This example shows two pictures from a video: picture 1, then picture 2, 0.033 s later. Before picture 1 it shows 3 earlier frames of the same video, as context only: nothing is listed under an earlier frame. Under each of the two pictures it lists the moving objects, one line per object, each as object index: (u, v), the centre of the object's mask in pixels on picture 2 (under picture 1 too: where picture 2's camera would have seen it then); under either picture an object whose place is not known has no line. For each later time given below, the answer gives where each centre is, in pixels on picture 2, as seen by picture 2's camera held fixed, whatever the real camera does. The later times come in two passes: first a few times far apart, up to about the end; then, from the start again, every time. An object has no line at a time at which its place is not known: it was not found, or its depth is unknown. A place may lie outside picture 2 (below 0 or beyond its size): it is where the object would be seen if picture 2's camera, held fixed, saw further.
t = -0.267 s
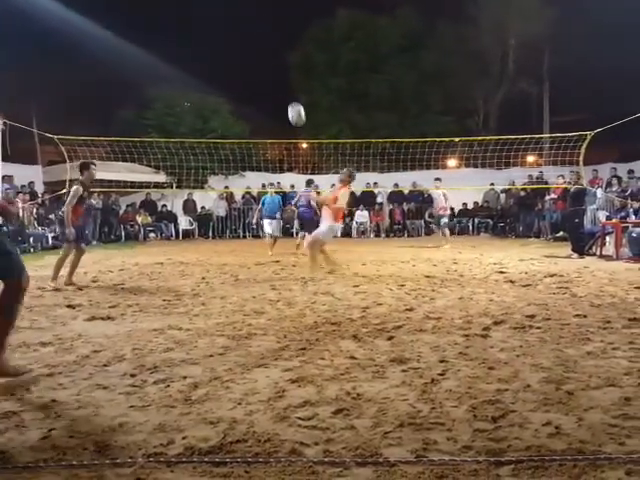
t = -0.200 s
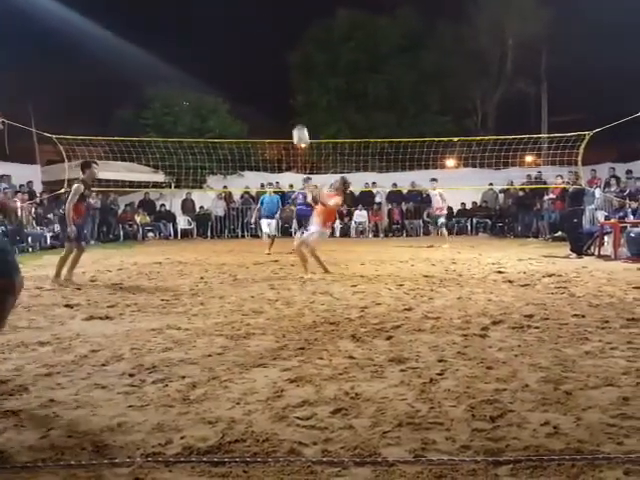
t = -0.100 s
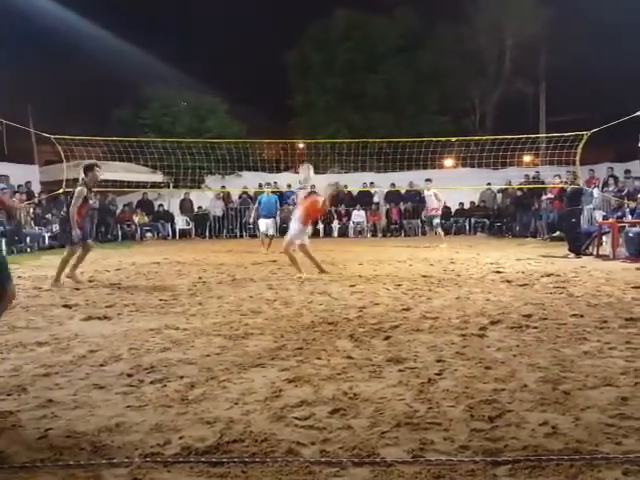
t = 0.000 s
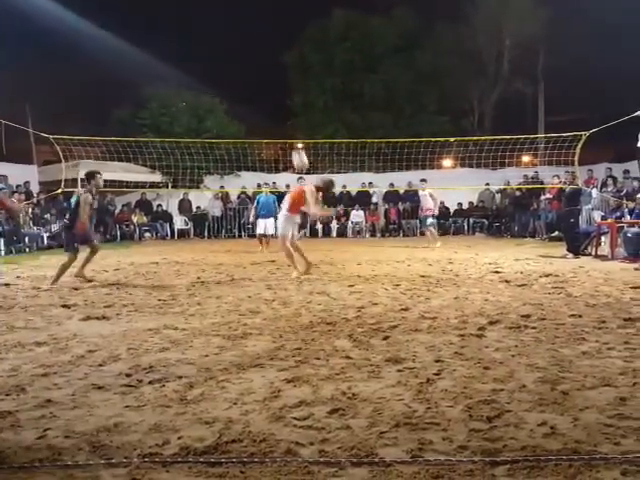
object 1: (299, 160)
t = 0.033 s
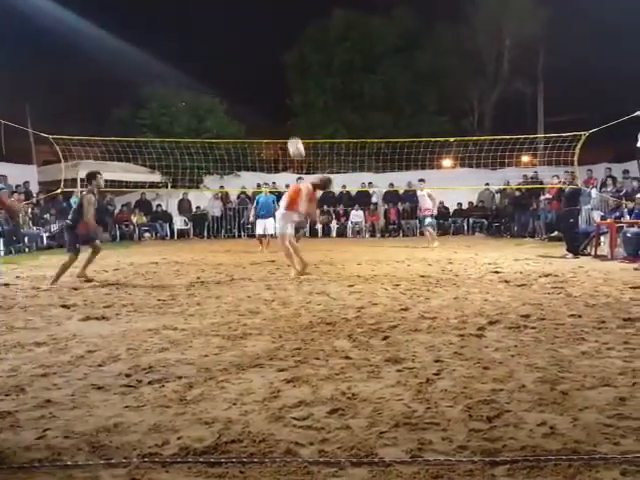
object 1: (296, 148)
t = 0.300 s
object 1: (269, 78)
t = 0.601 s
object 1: (241, 56)
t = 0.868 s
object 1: (219, 86)
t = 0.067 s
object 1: (292, 135)
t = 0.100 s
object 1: (288, 126)
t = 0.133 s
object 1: (285, 116)
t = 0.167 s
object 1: (282, 107)
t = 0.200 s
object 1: (278, 98)
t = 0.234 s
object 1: (275, 90)
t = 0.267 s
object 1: (272, 84)
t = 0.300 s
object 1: (269, 78)
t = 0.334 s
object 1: (265, 72)
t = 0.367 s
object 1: (262, 68)
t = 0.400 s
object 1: (259, 64)
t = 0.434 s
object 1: (255, 61)
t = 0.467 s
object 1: (253, 58)
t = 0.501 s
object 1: (250, 56)
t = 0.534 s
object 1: (247, 56)
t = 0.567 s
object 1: (244, 56)
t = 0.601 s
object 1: (241, 56)
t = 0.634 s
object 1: (238, 58)
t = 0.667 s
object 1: (235, 59)
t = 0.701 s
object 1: (232, 62)
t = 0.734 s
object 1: (229, 65)
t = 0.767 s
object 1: (227, 69)
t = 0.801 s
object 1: (224, 74)
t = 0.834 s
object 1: (221, 80)
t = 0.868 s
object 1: (219, 86)
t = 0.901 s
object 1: (216, 93)
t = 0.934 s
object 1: (214, 100)
